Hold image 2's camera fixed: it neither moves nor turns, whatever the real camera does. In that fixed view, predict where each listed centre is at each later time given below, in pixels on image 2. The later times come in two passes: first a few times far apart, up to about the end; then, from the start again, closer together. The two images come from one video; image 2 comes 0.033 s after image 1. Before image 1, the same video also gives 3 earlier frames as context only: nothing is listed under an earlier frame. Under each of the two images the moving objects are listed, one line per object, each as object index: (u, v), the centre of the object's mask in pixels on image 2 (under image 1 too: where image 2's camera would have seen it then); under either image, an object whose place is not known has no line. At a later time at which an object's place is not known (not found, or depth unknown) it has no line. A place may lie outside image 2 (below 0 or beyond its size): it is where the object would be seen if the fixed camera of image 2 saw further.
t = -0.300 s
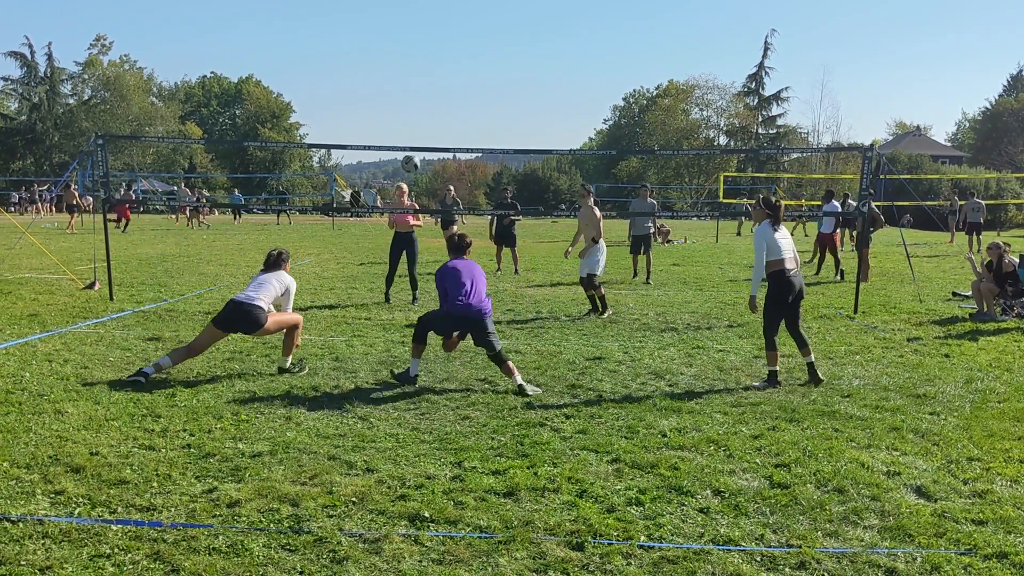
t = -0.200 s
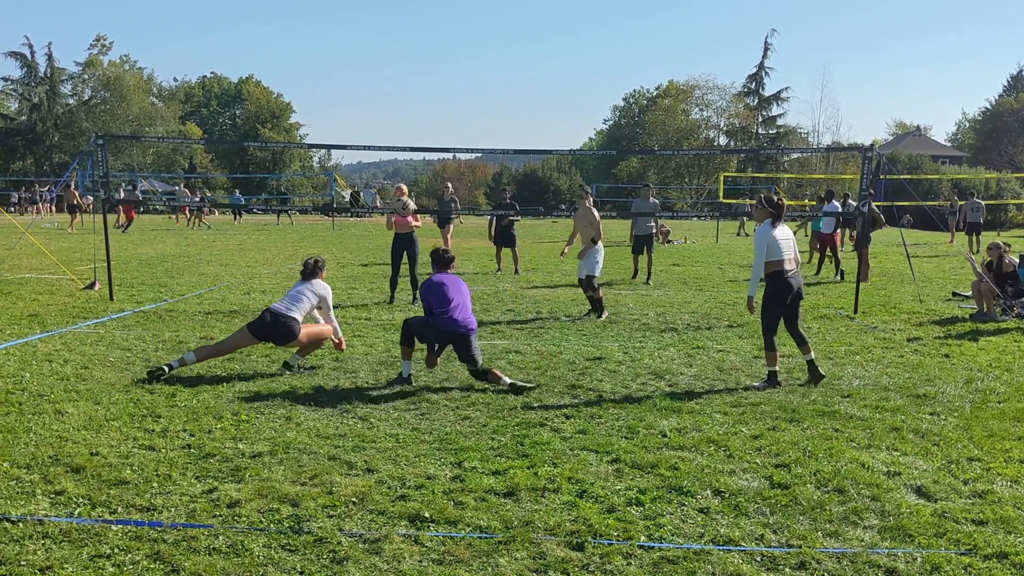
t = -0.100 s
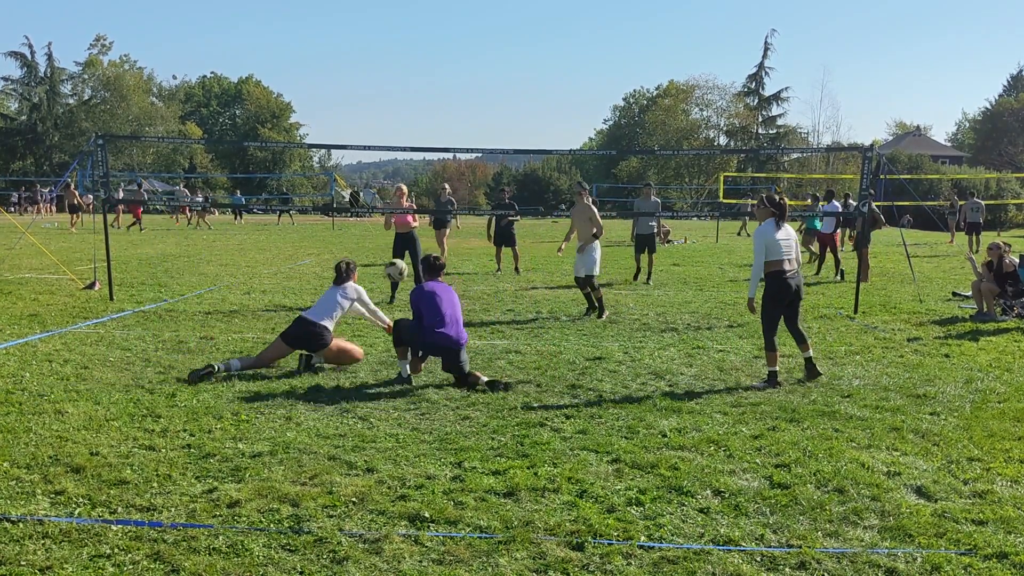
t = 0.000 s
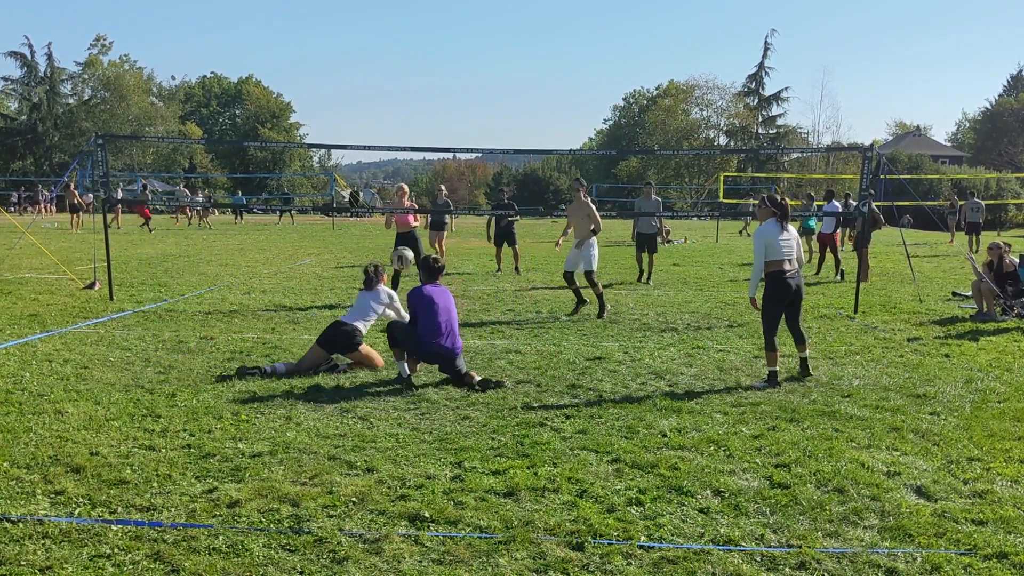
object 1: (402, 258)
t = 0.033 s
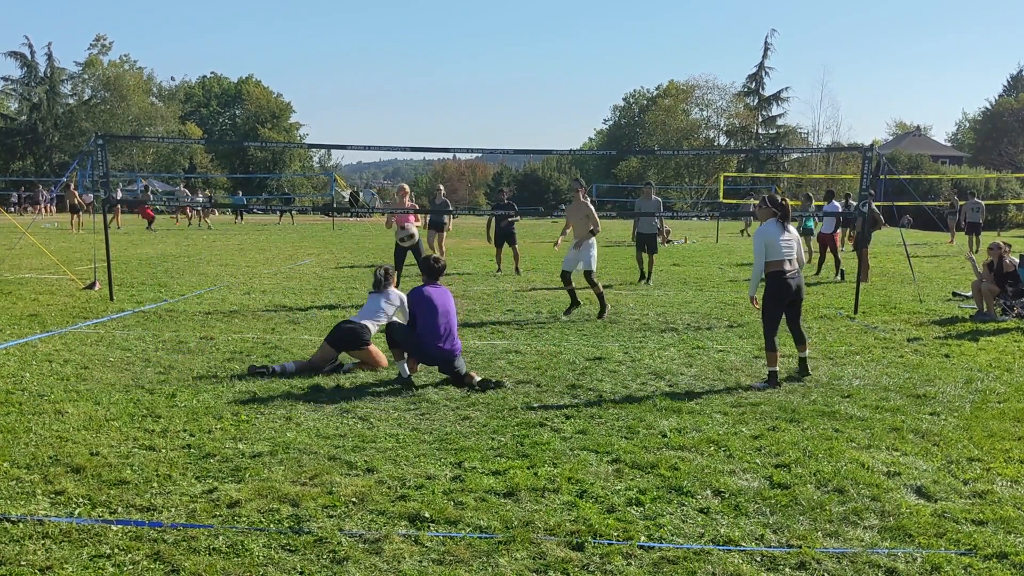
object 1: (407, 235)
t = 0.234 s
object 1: (431, 121)
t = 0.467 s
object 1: (455, 44)
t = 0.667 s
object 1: (472, 25)
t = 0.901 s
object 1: (489, 53)
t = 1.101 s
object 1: (502, 117)
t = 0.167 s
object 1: (424, 153)
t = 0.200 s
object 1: (427, 136)
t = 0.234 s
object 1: (431, 121)
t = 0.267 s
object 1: (435, 106)
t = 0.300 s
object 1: (438, 92)
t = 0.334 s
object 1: (442, 80)
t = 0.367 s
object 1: (445, 69)
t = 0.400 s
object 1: (448, 59)
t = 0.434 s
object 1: (452, 51)
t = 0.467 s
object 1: (455, 44)
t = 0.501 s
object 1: (458, 37)
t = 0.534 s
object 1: (461, 33)
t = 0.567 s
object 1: (464, 29)
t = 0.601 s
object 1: (466, 26)
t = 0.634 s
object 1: (469, 25)
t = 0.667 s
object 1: (472, 25)
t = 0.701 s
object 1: (475, 26)
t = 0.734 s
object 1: (477, 27)
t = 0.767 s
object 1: (480, 30)
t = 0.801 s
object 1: (482, 35)
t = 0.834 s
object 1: (485, 40)
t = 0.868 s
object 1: (487, 46)
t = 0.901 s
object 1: (489, 53)
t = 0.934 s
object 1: (492, 61)
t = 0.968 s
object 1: (494, 71)
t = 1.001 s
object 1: (496, 81)
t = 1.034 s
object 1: (498, 92)
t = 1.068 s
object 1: (500, 104)
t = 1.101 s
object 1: (502, 117)
